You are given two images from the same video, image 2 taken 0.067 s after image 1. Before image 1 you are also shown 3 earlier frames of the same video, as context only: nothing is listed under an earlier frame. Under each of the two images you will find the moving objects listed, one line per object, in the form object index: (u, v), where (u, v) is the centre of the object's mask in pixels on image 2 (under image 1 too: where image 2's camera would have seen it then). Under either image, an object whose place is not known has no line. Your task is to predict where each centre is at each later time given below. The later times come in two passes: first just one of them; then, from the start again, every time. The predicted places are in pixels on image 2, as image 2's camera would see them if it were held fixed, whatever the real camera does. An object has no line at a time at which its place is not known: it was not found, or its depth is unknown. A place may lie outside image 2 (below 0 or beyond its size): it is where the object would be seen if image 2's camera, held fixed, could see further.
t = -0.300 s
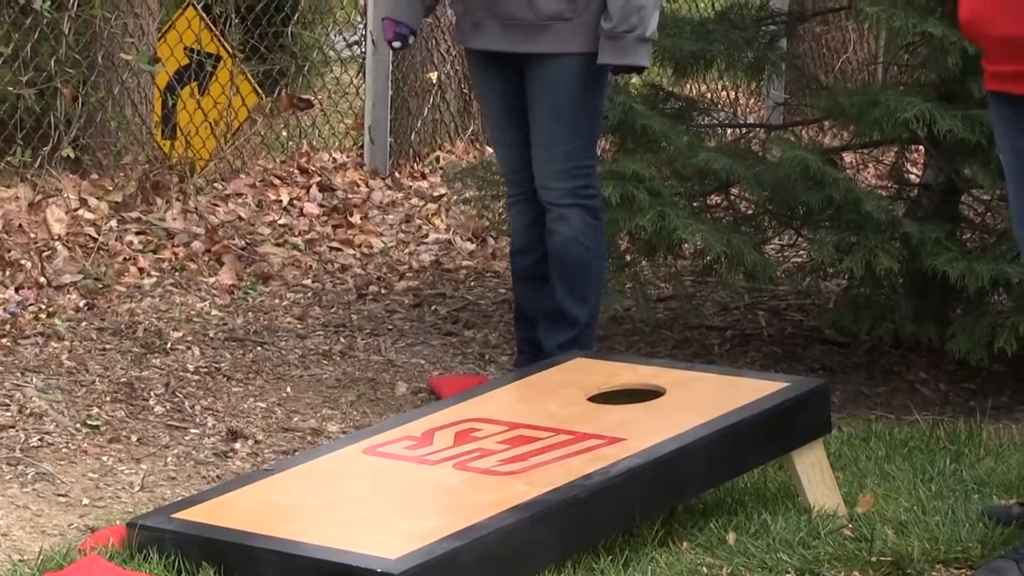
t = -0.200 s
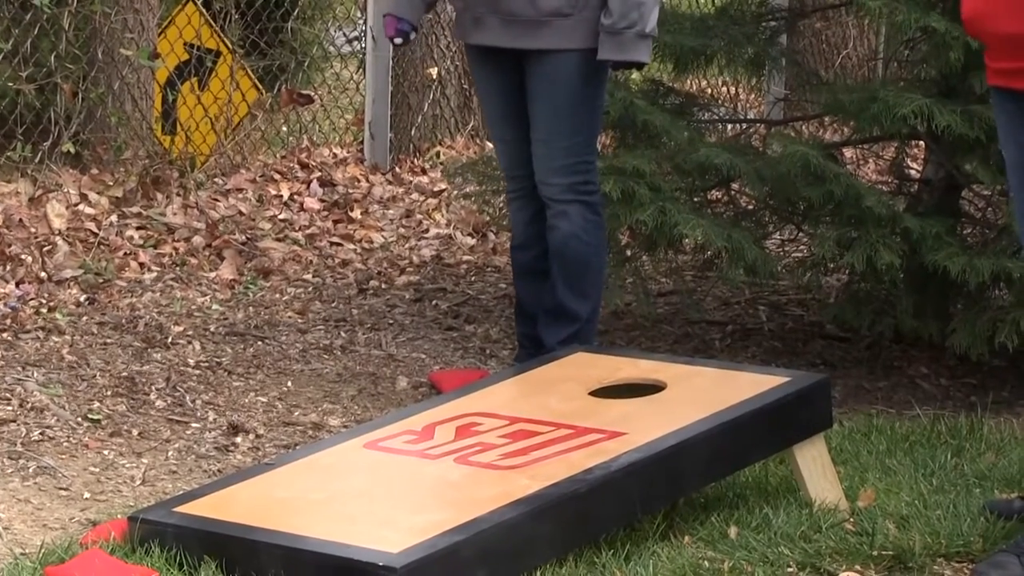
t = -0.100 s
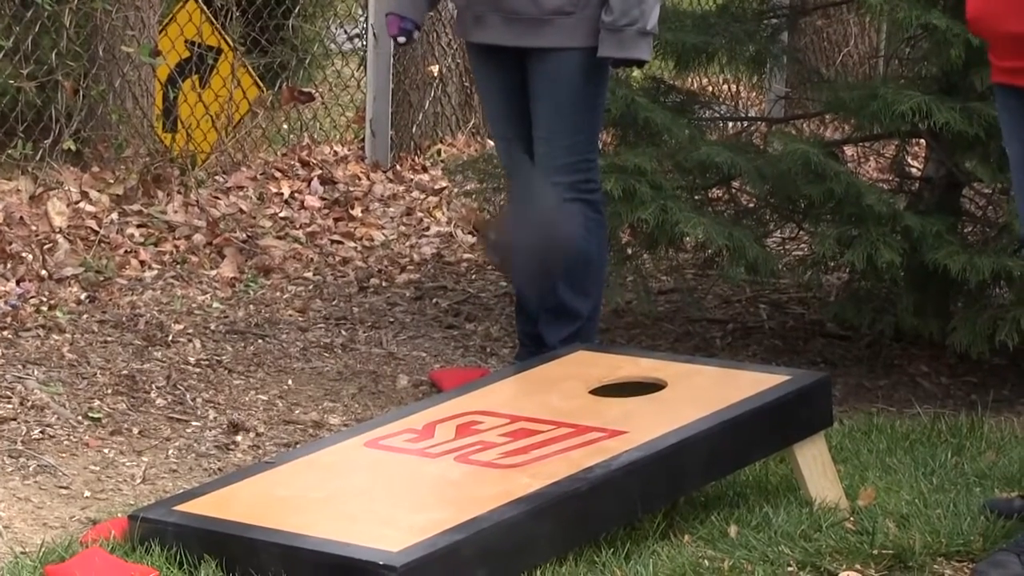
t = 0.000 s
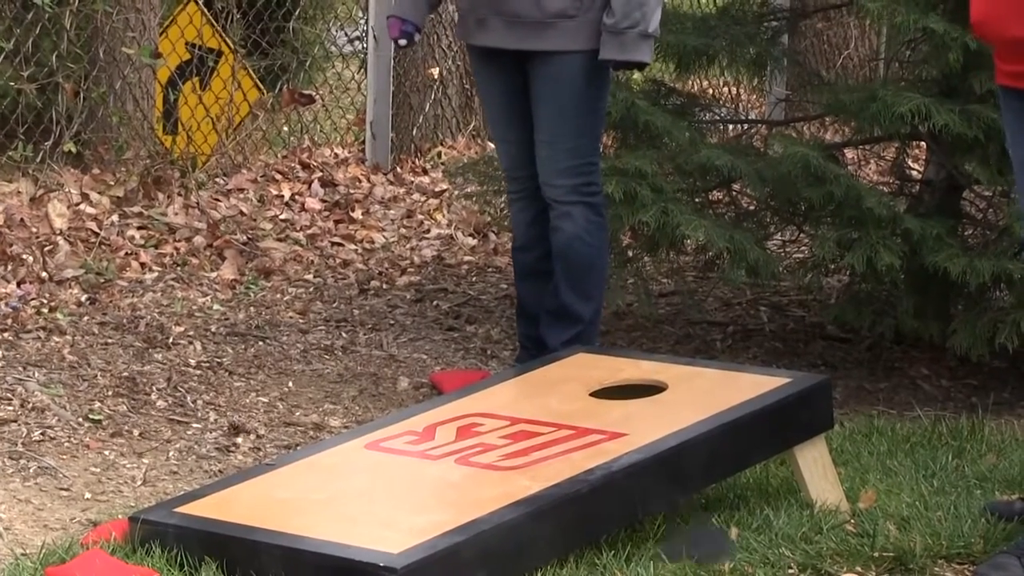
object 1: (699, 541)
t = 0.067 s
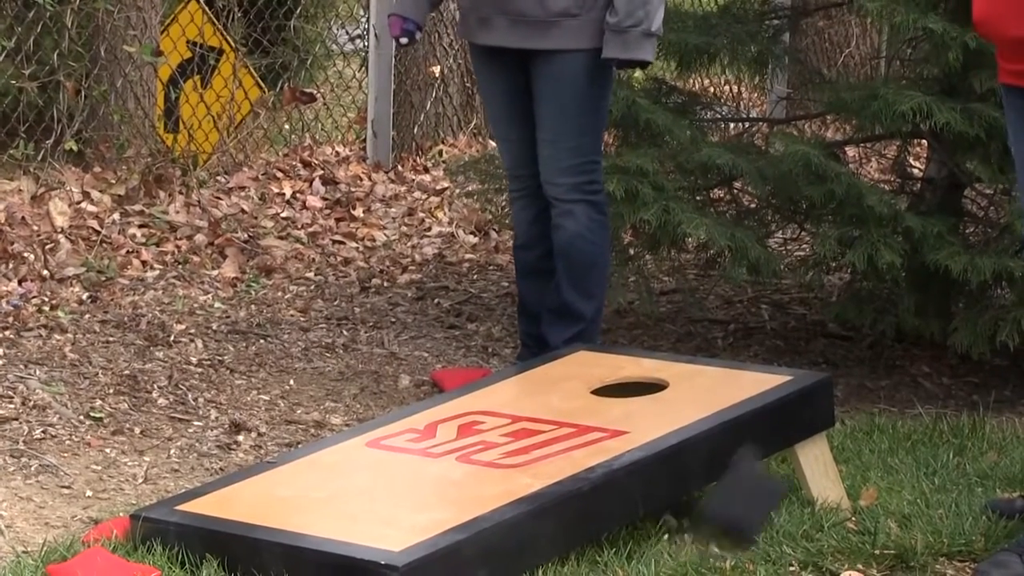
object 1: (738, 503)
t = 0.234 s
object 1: (841, 458)
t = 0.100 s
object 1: (765, 478)
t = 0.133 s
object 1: (783, 464)
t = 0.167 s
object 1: (803, 456)
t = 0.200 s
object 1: (822, 453)
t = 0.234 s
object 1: (841, 458)
